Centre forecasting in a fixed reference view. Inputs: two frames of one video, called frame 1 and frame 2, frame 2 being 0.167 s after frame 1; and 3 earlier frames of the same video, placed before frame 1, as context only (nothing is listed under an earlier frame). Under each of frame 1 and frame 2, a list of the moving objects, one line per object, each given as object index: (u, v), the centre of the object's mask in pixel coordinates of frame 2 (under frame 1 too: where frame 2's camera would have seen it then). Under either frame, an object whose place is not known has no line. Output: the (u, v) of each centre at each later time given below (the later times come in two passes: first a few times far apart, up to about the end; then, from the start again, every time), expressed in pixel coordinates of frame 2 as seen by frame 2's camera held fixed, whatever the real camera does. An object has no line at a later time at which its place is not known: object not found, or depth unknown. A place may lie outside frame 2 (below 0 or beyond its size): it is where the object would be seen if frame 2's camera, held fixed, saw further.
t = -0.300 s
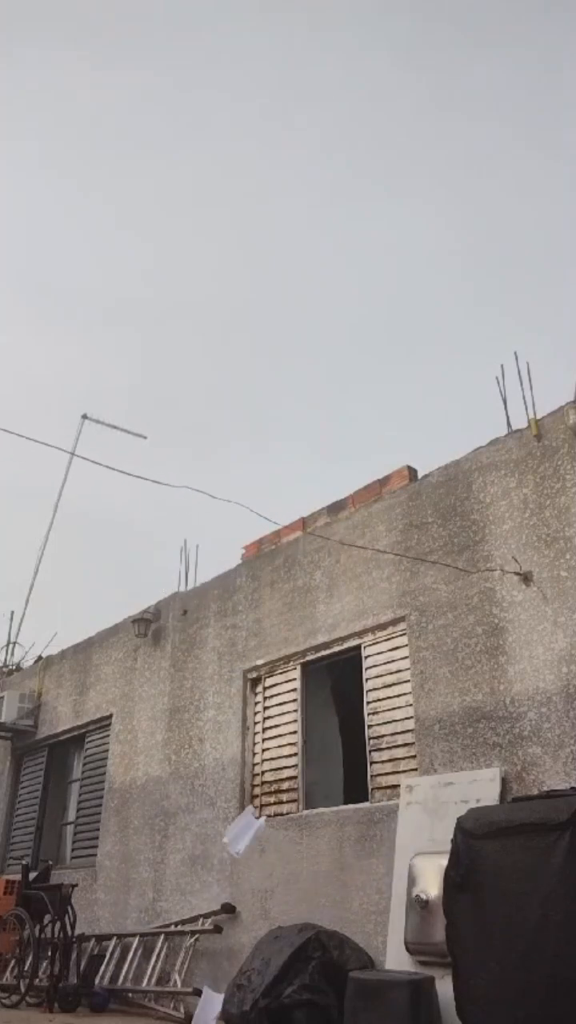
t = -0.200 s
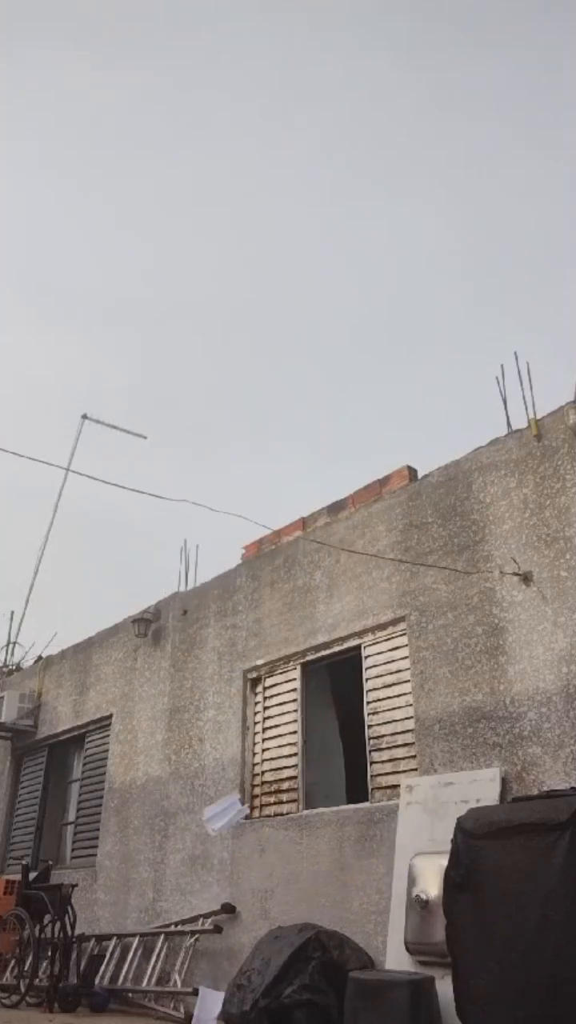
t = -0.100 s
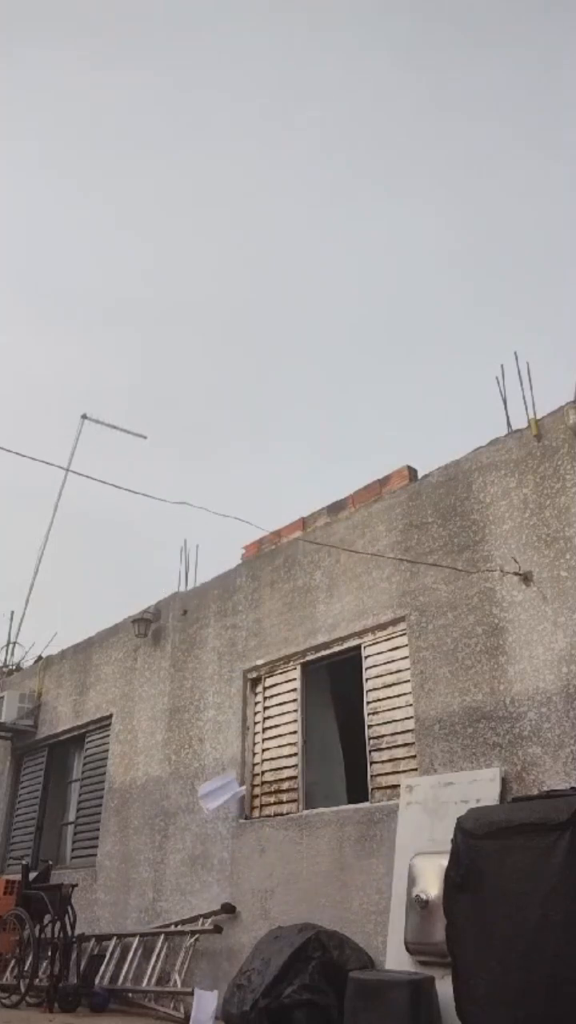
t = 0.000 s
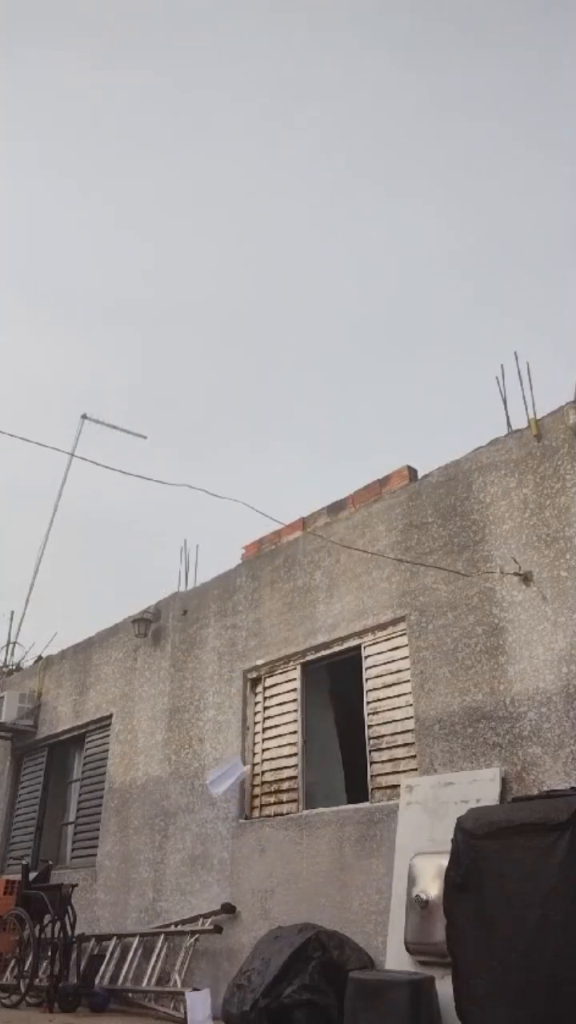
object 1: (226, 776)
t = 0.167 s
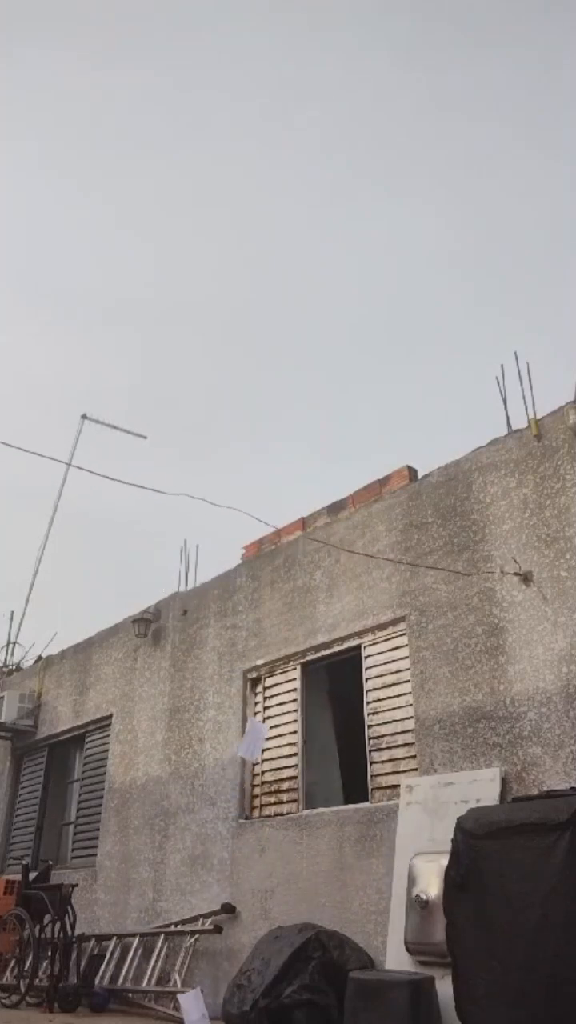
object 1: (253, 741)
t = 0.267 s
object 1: (258, 701)
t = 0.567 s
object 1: (194, 689)
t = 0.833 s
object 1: (113, 733)
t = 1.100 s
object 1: (151, 740)
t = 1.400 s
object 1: (113, 823)
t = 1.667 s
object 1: (216, 805)
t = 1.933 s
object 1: (274, 909)
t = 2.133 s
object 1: (229, 937)
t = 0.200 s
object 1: (256, 730)
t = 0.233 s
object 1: (258, 716)
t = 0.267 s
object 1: (258, 701)
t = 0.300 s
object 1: (256, 687)
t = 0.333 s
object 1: (251, 678)
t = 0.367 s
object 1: (243, 671)
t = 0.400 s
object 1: (235, 669)
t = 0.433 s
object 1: (225, 670)
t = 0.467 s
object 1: (217, 674)
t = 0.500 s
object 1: (208, 678)
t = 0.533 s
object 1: (201, 683)
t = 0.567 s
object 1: (194, 689)
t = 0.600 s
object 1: (187, 696)
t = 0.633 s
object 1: (180, 704)
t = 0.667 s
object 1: (177, 710)
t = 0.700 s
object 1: (171, 717)
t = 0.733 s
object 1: (161, 727)
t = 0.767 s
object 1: (146, 732)
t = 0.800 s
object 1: (128, 735)
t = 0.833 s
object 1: (113, 733)
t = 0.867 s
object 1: (101, 726)
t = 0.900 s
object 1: (94, 716)
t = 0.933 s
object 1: (95, 708)
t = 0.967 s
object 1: (102, 702)
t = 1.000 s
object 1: (115, 704)
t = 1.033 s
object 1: (127, 710)
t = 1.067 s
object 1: (140, 723)
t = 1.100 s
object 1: (151, 740)
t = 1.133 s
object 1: (160, 760)
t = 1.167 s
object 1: (167, 781)
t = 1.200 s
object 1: (170, 805)
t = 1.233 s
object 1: (164, 826)
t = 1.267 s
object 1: (151, 839)
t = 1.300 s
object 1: (138, 842)
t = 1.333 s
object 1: (126, 841)
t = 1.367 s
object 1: (116, 833)
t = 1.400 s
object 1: (113, 823)
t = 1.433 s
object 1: (115, 811)
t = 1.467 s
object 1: (123, 801)
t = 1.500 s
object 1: (135, 793)
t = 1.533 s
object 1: (148, 789)
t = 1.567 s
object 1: (163, 787)
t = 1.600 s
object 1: (179, 790)
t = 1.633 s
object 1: (197, 795)
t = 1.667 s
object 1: (216, 805)
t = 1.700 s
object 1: (232, 821)
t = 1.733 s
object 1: (248, 836)
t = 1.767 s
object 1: (263, 852)
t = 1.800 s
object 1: (275, 868)
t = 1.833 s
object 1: (283, 884)
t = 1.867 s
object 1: (282, 894)
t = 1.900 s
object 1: (277, 903)
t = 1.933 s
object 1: (274, 909)
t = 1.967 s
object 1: (265, 915)
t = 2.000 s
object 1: (259, 921)
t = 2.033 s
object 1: (250, 928)
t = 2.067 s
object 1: (243, 937)
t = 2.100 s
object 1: (234, 940)
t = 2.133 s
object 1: (229, 937)
